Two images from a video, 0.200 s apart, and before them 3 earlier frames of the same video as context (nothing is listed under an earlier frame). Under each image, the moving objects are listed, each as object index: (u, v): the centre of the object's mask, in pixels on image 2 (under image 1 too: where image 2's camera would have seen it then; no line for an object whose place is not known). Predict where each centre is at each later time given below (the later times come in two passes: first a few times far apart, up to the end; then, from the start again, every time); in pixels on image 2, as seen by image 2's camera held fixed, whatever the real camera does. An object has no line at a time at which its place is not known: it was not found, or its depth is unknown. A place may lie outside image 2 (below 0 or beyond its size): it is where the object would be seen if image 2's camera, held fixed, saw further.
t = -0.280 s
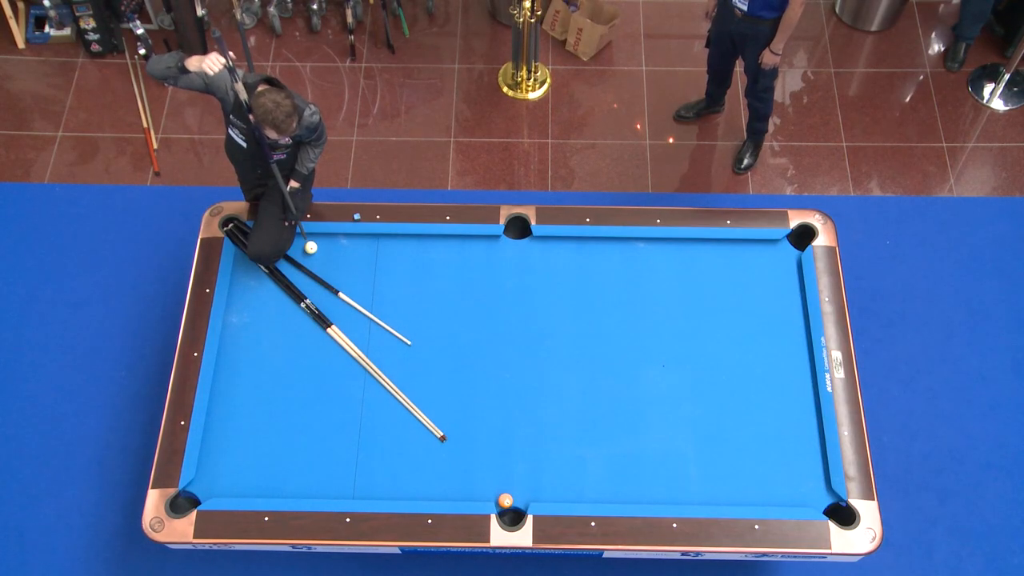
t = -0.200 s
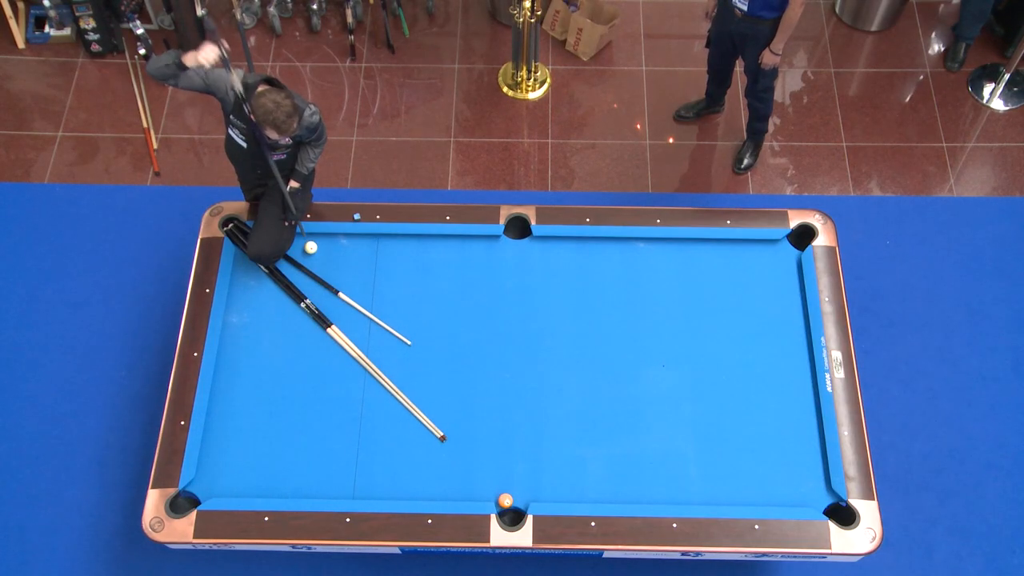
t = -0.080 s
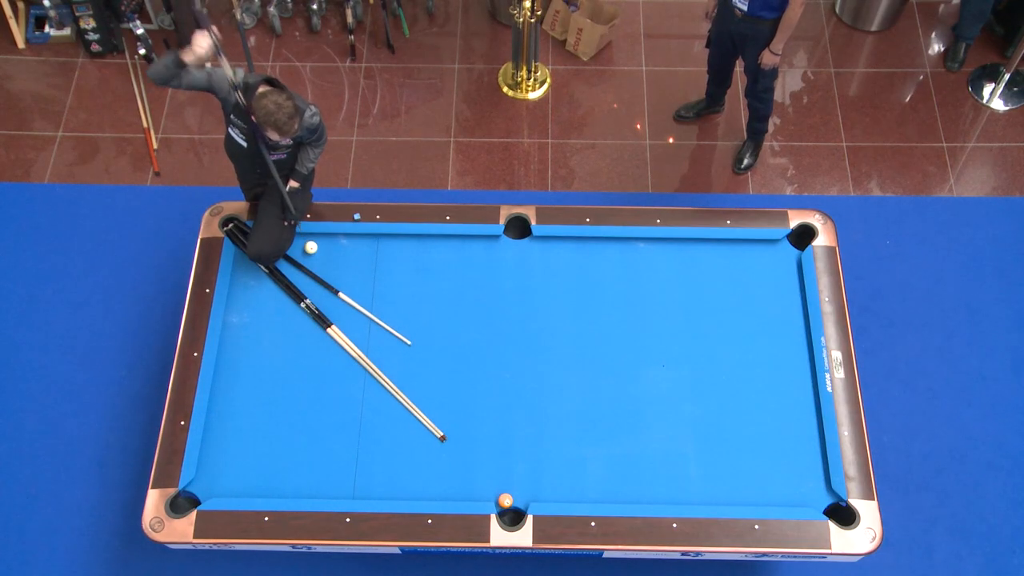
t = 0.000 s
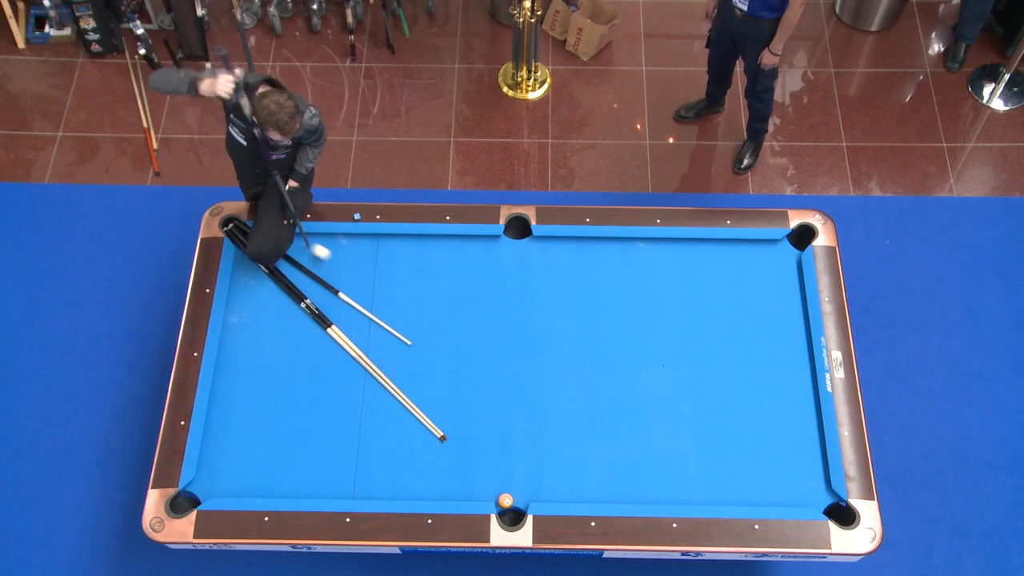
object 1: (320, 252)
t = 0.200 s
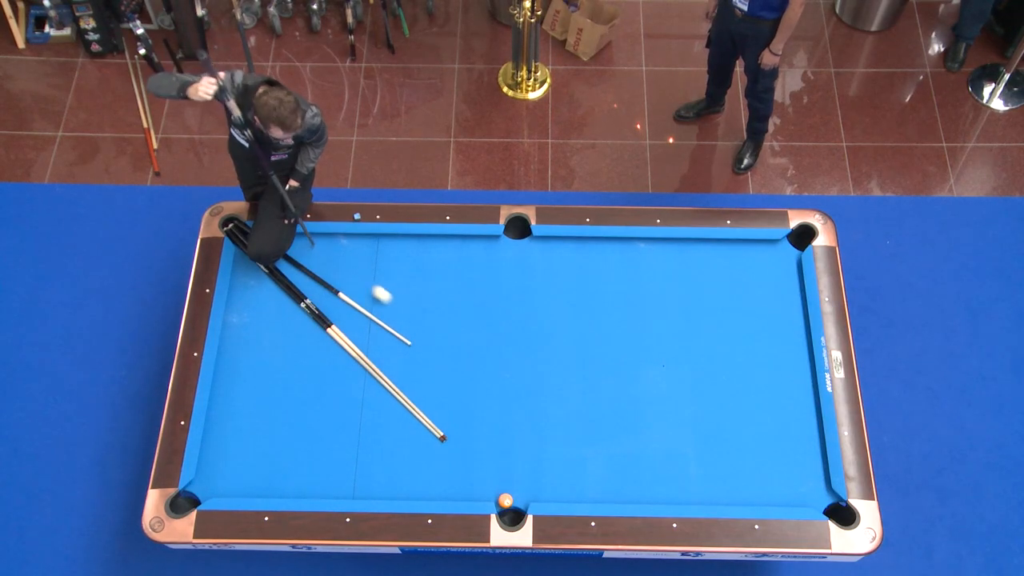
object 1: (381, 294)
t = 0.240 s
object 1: (393, 303)
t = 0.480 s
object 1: (458, 347)
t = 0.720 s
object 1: (511, 383)
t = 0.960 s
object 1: (552, 412)
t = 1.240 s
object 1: (581, 434)
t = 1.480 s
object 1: (590, 443)
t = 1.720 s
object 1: (585, 442)
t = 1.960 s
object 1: (569, 433)
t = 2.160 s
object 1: (547, 421)
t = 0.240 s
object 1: (393, 303)
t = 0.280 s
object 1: (405, 311)
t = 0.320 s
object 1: (416, 319)
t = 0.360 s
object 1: (427, 326)
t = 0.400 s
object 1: (437, 333)
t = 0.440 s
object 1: (448, 340)
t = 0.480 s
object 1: (458, 347)
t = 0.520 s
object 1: (468, 354)
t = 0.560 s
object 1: (477, 360)
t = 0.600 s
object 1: (486, 366)
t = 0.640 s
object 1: (495, 372)
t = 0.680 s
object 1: (503, 378)
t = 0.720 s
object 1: (511, 383)
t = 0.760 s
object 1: (519, 389)
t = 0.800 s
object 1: (526, 394)
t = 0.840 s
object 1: (533, 399)
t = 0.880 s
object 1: (540, 403)
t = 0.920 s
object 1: (546, 408)
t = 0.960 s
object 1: (552, 412)
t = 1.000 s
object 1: (557, 416)
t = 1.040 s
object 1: (562, 419)
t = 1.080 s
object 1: (566, 423)
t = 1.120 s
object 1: (571, 426)
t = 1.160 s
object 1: (574, 429)
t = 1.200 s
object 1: (578, 431)
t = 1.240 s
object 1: (581, 434)
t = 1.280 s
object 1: (583, 436)
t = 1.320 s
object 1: (585, 438)
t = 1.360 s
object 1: (587, 439)
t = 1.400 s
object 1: (589, 441)
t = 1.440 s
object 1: (589, 442)
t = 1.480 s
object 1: (590, 443)
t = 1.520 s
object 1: (590, 443)
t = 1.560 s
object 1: (590, 443)
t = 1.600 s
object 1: (589, 443)
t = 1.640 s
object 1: (588, 443)
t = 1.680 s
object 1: (587, 442)
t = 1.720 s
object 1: (585, 442)
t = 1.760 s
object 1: (583, 441)
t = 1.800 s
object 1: (581, 440)
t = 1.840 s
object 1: (578, 438)
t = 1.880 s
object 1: (575, 437)
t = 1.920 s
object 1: (572, 435)
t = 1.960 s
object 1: (569, 433)
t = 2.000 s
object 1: (565, 431)
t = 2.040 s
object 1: (561, 429)
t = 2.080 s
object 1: (556, 426)
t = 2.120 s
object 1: (552, 424)
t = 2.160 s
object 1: (547, 421)
